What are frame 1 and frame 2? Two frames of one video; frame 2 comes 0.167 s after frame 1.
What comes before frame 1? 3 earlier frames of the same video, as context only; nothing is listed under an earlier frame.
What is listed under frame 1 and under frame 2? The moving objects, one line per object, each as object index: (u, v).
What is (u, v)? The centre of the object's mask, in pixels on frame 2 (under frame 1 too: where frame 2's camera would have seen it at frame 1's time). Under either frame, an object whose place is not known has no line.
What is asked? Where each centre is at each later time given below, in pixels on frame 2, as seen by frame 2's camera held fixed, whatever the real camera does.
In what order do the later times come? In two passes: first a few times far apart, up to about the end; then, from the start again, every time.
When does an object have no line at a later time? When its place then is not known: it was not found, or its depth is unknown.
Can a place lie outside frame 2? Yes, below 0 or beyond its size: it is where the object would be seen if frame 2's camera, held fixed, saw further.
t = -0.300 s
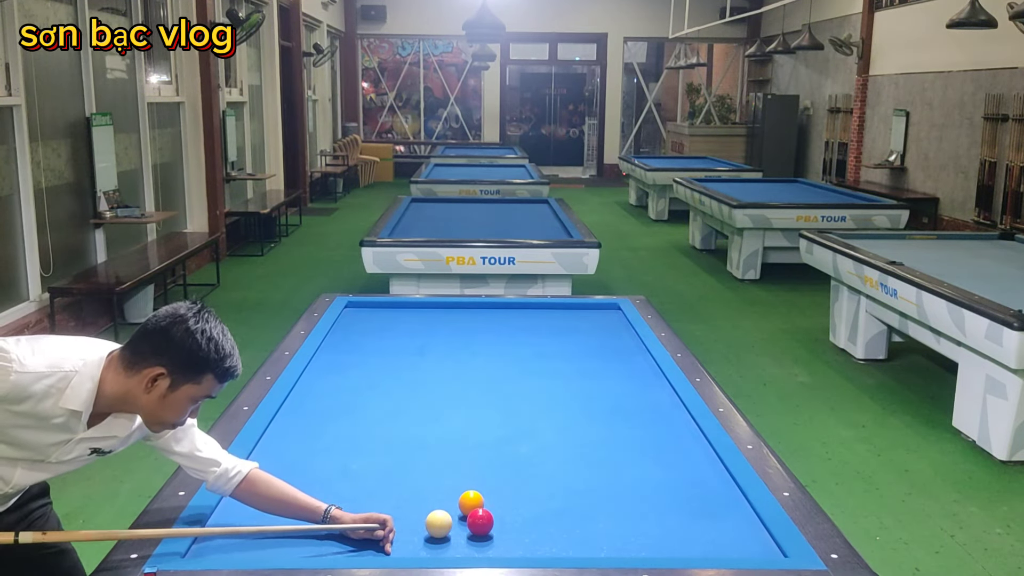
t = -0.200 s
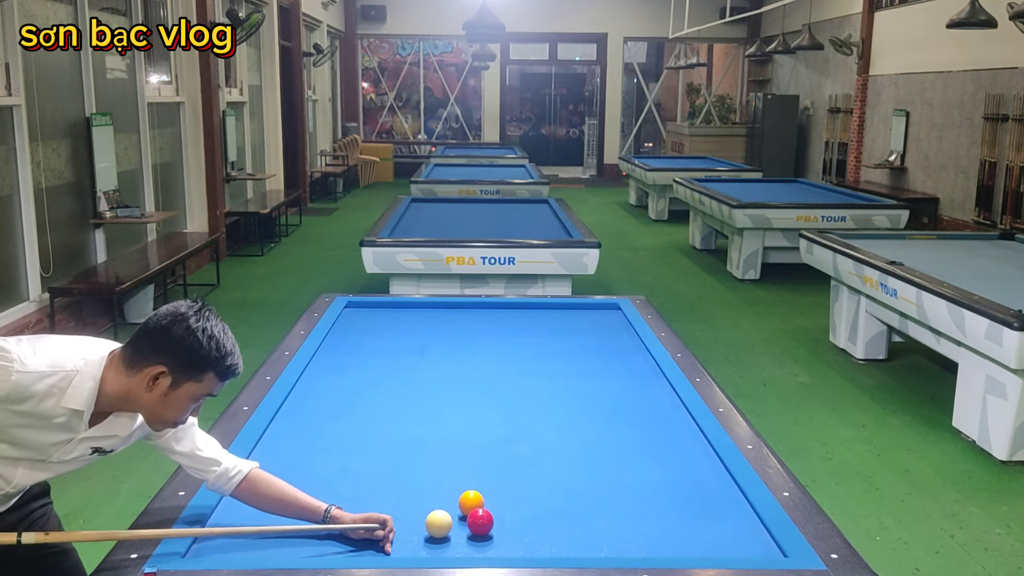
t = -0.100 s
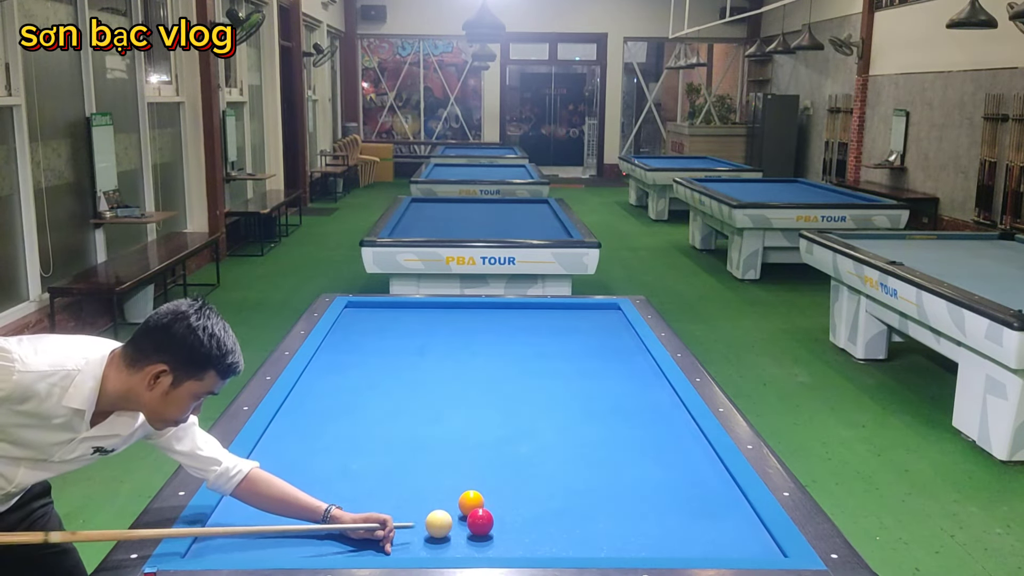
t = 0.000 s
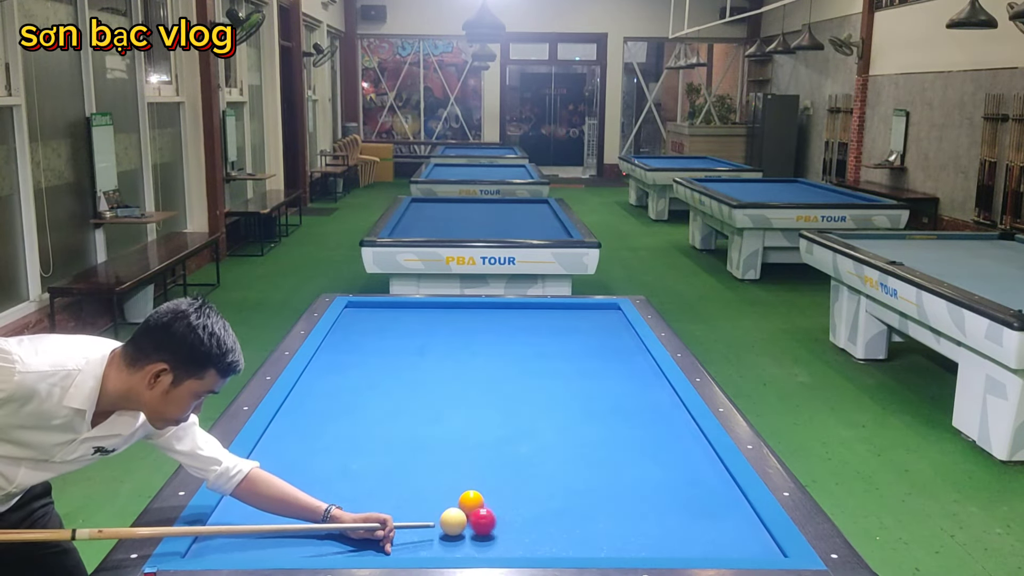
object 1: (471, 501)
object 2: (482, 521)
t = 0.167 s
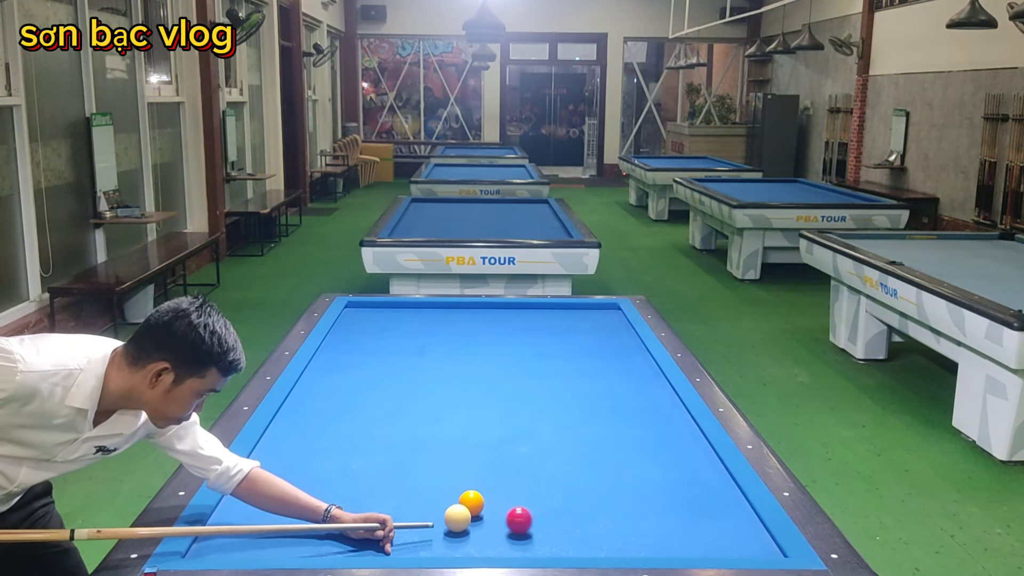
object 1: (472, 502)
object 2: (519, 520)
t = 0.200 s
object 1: (473, 501)
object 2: (525, 520)
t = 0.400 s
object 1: (474, 499)
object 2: (561, 519)
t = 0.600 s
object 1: (475, 498)
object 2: (596, 517)
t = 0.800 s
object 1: (476, 497)
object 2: (630, 516)
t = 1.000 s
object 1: (476, 496)
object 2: (663, 515)
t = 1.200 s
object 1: (477, 495)
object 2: (694, 514)
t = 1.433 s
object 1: (477, 495)
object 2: (730, 513)
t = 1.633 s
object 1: (477, 495)
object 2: (734, 512)
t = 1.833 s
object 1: (477, 495)
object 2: (715, 511)
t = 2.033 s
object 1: (477, 495)
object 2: (698, 510)
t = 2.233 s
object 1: (477, 495)
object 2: (681, 509)
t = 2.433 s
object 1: (477, 495)
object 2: (665, 508)
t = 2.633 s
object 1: (479, 495)
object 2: (650, 507)
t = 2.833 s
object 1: (479, 495)
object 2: (636, 506)
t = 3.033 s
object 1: (479, 495)
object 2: (622, 505)
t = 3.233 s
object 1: (479, 495)
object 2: (609, 504)
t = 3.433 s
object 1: (479, 495)
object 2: (597, 503)
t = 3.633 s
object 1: (479, 495)
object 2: (585, 503)
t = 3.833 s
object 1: (479, 495)
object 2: (575, 502)
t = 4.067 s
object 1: (479, 495)
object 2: (563, 501)
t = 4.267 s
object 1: (479, 495)
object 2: (554, 500)
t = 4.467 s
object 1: (479, 495)
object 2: (547, 499)
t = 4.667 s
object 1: (479, 495)
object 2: (540, 499)
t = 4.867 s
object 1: (479, 495)
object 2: (533, 499)
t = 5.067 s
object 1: (479, 495)
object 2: (527, 498)
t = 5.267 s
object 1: (479, 495)
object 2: (522, 498)
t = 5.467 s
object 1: (479, 495)
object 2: (518, 498)
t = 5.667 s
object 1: (478, 495)
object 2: (514, 498)
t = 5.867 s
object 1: (478, 495)
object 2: (511, 498)
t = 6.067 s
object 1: (478, 495)
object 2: (509, 498)
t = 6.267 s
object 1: (478, 495)
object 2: (509, 499)
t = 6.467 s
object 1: (478, 495)
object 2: (508, 499)
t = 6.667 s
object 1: (478, 495)
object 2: (508, 499)
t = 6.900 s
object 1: (478, 495)
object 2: (508, 499)
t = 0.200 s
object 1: (473, 501)
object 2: (525, 520)
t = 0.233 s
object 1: (473, 501)
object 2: (531, 520)
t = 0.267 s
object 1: (473, 501)
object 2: (537, 519)
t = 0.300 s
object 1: (474, 500)
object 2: (543, 519)
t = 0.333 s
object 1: (474, 500)
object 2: (549, 519)
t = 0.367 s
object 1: (474, 500)
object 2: (555, 519)
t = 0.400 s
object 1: (474, 499)
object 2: (561, 519)
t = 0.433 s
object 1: (474, 499)
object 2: (567, 518)
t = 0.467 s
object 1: (474, 499)
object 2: (573, 518)
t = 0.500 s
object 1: (474, 499)
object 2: (579, 518)
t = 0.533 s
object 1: (475, 498)
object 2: (585, 518)
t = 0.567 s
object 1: (475, 498)
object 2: (590, 517)
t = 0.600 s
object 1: (475, 498)
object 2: (596, 517)
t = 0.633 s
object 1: (475, 498)
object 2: (602, 517)
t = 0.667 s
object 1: (475, 497)
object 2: (608, 517)
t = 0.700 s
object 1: (475, 497)
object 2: (613, 517)
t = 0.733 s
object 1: (475, 497)
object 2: (619, 517)
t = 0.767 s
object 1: (476, 497)
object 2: (624, 516)
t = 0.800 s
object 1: (476, 497)
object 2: (630, 516)
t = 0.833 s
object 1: (476, 496)
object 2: (635, 516)
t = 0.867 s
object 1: (476, 496)
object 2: (641, 516)
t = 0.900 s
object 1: (476, 496)
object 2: (646, 516)
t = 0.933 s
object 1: (476, 496)
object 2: (652, 515)
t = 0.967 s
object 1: (476, 496)
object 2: (657, 515)
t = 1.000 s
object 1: (476, 496)
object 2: (663, 515)
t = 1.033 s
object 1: (476, 496)
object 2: (668, 515)
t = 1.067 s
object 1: (476, 496)
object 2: (673, 515)
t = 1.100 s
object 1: (476, 496)
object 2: (679, 515)
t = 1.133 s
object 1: (476, 496)
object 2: (684, 514)
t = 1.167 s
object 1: (477, 495)
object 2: (689, 514)
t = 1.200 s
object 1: (477, 495)
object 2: (694, 514)
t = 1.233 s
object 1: (477, 495)
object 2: (700, 514)
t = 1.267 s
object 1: (477, 495)
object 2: (705, 514)
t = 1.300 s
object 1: (477, 495)
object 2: (710, 514)
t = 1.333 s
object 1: (477, 495)
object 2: (715, 513)
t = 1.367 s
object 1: (477, 495)
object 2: (720, 513)
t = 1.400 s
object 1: (477, 495)
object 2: (725, 513)
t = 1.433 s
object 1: (477, 495)
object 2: (730, 513)
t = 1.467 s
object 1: (477, 495)
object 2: (735, 513)
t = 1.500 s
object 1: (477, 495)
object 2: (740, 512)
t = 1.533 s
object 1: (477, 495)
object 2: (744, 512)
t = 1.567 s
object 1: (477, 495)
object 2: (740, 512)
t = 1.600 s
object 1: (477, 495)
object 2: (737, 512)
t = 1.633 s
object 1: (477, 495)
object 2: (734, 512)
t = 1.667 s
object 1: (477, 495)
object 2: (731, 512)
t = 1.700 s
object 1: (477, 495)
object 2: (727, 512)
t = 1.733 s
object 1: (477, 495)
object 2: (724, 511)
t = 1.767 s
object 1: (477, 495)
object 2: (721, 511)
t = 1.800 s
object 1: (477, 495)
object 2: (718, 511)
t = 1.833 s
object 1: (477, 495)
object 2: (715, 511)
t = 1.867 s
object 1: (477, 495)
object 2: (712, 511)
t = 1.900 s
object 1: (477, 495)
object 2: (709, 510)
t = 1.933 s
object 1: (477, 495)
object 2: (706, 510)
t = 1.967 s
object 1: (477, 495)
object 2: (703, 510)
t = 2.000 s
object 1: (477, 495)
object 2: (700, 510)
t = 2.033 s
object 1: (477, 495)
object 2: (698, 510)
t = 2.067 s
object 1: (477, 495)
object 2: (695, 510)
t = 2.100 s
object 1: (477, 495)
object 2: (692, 510)
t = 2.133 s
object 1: (477, 495)
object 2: (689, 509)
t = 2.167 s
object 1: (477, 495)
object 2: (686, 510)
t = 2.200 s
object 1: (477, 495)
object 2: (683, 509)
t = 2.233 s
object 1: (477, 495)
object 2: (681, 509)
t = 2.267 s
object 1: (477, 495)
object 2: (678, 509)
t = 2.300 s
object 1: (477, 495)
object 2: (675, 509)
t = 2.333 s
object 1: (477, 495)
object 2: (673, 509)
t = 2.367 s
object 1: (477, 495)
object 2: (670, 508)
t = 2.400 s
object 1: (477, 495)
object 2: (667, 508)
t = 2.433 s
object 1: (477, 495)
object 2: (665, 508)
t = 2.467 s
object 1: (479, 495)
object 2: (663, 508)
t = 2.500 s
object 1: (479, 495)
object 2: (660, 508)
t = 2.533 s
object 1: (479, 495)
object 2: (657, 507)
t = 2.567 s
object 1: (479, 495)
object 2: (655, 507)
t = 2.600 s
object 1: (479, 495)
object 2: (652, 507)
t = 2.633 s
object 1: (479, 495)
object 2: (650, 507)
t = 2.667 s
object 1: (479, 495)
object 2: (648, 507)
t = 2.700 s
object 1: (479, 495)
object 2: (645, 507)
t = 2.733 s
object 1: (479, 495)
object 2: (643, 506)
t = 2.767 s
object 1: (479, 495)
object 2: (640, 506)
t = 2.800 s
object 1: (479, 495)
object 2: (638, 506)
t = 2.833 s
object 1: (479, 495)
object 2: (636, 506)
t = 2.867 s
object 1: (479, 495)
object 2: (633, 506)
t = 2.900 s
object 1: (479, 495)
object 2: (631, 506)
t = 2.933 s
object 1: (479, 495)
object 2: (629, 506)
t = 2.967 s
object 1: (479, 495)
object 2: (626, 506)
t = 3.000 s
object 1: (479, 495)
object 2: (624, 505)
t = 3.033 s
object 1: (479, 495)
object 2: (622, 505)
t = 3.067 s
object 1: (479, 495)
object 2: (620, 505)
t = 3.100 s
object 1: (479, 495)
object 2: (617, 505)
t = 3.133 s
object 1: (479, 495)
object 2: (615, 505)
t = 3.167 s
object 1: (479, 495)
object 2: (613, 504)
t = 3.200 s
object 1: (479, 495)
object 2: (611, 505)
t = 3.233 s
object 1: (479, 495)
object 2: (609, 504)
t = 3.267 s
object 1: (479, 495)
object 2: (607, 504)
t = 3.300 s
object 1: (479, 495)
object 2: (605, 504)
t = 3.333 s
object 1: (479, 495)
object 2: (603, 504)
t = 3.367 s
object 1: (479, 495)
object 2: (601, 503)
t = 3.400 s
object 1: (479, 495)
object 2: (599, 504)
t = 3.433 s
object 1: (479, 495)
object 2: (597, 503)
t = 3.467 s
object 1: (479, 495)
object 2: (595, 503)
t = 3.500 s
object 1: (479, 495)
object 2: (593, 503)
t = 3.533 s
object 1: (479, 495)
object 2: (591, 503)
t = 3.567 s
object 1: (479, 495)
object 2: (589, 503)
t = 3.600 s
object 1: (479, 495)
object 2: (587, 503)
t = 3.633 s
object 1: (479, 495)
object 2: (585, 503)
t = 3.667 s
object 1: (479, 495)
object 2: (584, 503)
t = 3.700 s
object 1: (479, 495)
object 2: (582, 502)
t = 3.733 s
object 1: (479, 495)
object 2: (580, 502)
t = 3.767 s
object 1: (479, 495)
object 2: (578, 502)
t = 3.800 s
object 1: (479, 495)
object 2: (576, 502)
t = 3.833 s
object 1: (479, 495)
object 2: (575, 502)
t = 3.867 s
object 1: (479, 495)
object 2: (573, 502)
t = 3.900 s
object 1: (479, 495)
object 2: (571, 502)
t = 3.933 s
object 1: (479, 495)
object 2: (570, 501)
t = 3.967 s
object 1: (479, 495)
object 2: (568, 501)
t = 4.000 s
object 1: (479, 495)
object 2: (566, 501)
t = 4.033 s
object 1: (479, 495)
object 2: (565, 501)
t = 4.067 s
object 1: (479, 495)
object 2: (563, 501)
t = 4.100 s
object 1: (479, 495)
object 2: (562, 500)
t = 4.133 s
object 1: (479, 495)
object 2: (560, 500)
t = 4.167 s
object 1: (479, 495)
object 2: (559, 500)
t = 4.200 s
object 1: (479, 495)
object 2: (557, 500)
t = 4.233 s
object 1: (479, 495)
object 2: (556, 500)
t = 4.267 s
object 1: (479, 495)
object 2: (554, 500)
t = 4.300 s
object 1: (479, 495)
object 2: (553, 500)
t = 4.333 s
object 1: (479, 495)
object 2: (552, 500)
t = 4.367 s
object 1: (479, 495)
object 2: (551, 500)
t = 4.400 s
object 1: (479, 495)
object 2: (549, 499)
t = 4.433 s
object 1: (479, 495)
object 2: (548, 499)
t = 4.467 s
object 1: (479, 495)
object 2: (547, 499)
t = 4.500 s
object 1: (479, 495)
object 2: (545, 499)
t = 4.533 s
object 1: (479, 495)
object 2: (544, 499)
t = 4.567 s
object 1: (479, 495)
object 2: (543, 499)
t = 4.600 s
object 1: (479, 495)
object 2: (542, 499)
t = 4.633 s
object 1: (479, 495)
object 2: (541, 499)
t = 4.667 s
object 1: (479, 495)
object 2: (540, 499)
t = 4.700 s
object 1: (479, 495)
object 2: (538, 499)
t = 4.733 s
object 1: (479, 495)
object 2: (537, 499)
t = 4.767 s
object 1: (479, 495)
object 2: (536, 499)
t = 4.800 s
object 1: (479, 495)
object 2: (535, 499)
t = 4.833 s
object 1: (479, 495)
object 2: (534, 498)
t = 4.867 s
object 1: (479, 495)
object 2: (533, 499)
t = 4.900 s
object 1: (479, 495)
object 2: (532, 499)
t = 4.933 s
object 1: (479, 495)
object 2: (531, 499)
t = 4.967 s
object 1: (479, 495)
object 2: (530, 498)
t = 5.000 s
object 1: (479, 495)
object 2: (529, 499)
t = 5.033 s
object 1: (479, 495)
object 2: (528, 499)
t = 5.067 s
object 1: (479, 495)
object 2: (527, 498)
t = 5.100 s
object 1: (479, 495)
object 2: (527, 498)
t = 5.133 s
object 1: (479, 495)
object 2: (526, 498)
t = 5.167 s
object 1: (479, 495)
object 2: (525, 498)
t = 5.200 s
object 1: (479, 495)
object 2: (524, 498)
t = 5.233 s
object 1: (479, 495)
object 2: (523, 498)
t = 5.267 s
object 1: (479, 495)
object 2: (522, 498)
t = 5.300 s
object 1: (479, 495)
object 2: (522, 498)
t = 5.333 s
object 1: (479, 495)
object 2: (521, 498)
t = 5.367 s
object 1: (479, 495)
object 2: (520, 498)
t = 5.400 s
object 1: (479, 495)
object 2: (519, 498)
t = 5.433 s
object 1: (479, 495)
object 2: (518, 498)
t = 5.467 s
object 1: (479, 495)
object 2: (518, 498)
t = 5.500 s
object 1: (479, 495)
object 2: (517, 498)
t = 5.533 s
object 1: (479, 495)
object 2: (516, 498)
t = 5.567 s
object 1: (479, 495)
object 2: (516, 498)
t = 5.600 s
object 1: (479, 495)
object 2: (515, 498)
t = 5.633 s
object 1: (479, 495)
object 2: (515, 498)
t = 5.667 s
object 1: (478, 495)
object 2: (514, 498)
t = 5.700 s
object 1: (478, 495)
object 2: (513, 498)
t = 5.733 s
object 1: (478, 495)
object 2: (513, 498)
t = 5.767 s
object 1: (478, 495)
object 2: (512, 498)
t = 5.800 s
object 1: (478, 495)
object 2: (512, 498)
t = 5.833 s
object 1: (478, 495)
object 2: (512, 498)
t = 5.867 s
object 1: (478, 495)
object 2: (511, 498)
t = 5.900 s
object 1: (478, 495)
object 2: (511, 498)
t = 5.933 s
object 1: (478, 495)
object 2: (511, 498)
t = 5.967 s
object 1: (478, 495)
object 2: (510, 498)
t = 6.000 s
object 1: (478, 495)
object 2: (510, 498)
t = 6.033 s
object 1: (478, 495)
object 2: (510, 499)
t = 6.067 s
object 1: (478, 495)
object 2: (509, 498)
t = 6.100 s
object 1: (478, 495)
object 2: (509, 499)
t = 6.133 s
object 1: (478, 495)
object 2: (509, 498)
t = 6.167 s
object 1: (478, 495)
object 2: (509, 499)
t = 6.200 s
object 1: (478, 495)
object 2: (509, 499)
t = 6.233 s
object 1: (478, 495)
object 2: (509, 499)
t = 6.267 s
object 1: (478, 495)
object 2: (509, 499)
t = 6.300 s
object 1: (478, 495)
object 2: (508, 499)
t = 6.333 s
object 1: (478, 495)
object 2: (508, 499)
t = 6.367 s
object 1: (478, 495)
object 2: (508, 499)
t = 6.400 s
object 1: (478, 495)
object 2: (508, 499)
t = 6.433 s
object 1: (478, 495)
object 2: (508, 499)
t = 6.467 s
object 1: (478, 495)
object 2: (508, 499)
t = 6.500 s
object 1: (478, 495)
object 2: (508, 499)
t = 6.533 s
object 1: (478, 495)
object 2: (508, 499)
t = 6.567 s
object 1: (478, 495)
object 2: (508, 499)
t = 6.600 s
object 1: (478, 495)
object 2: (508, 499)
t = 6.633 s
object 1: (478, 495)
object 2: (508, 499)
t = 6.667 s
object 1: (478, 495)
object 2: (508, 499)
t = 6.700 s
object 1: (478, 495)
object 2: (508, 499)
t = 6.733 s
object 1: (478, 495)
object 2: (508, 499)
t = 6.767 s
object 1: (478, 495)
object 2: (508, 499)
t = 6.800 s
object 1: (478, 495)
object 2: (508, 499)
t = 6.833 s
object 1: (478, 495)
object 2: (508, 499)
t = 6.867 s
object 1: (478, 495)
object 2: (508, 499)
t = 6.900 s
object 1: (478, 495)
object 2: (508, 499)
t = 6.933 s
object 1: (478, 495)
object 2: (508, 499)
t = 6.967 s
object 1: (478, 495)
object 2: (508, 499)
